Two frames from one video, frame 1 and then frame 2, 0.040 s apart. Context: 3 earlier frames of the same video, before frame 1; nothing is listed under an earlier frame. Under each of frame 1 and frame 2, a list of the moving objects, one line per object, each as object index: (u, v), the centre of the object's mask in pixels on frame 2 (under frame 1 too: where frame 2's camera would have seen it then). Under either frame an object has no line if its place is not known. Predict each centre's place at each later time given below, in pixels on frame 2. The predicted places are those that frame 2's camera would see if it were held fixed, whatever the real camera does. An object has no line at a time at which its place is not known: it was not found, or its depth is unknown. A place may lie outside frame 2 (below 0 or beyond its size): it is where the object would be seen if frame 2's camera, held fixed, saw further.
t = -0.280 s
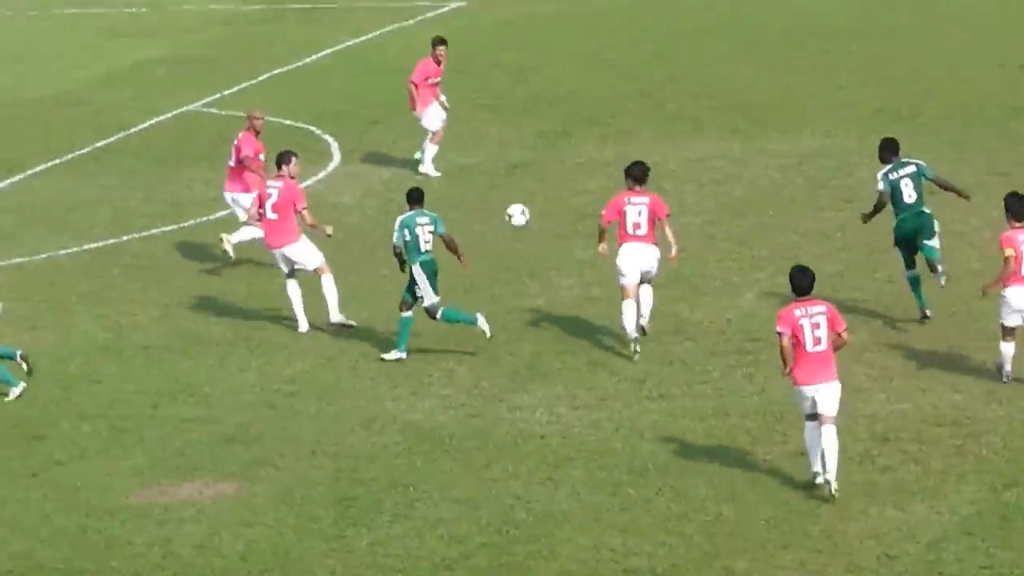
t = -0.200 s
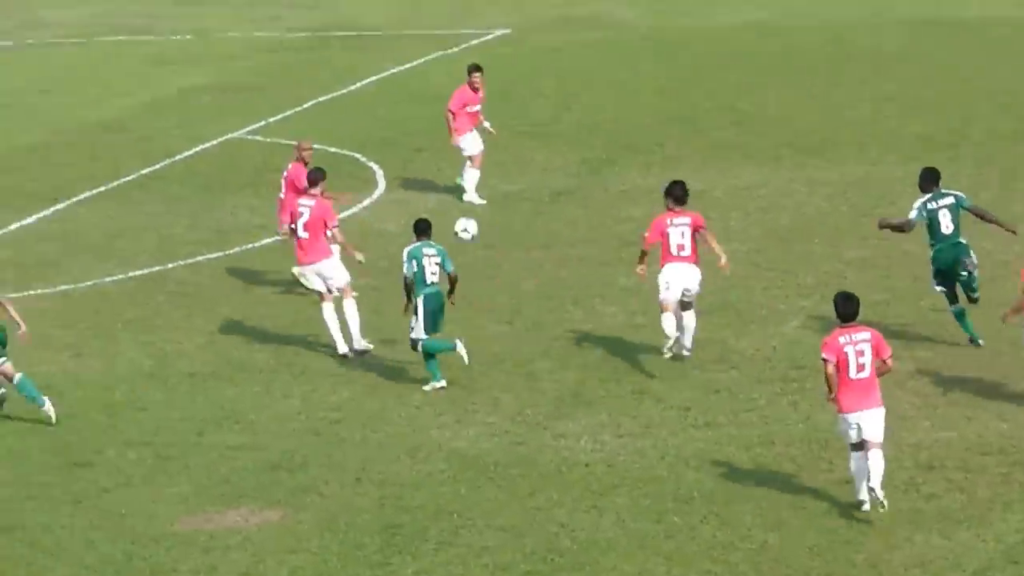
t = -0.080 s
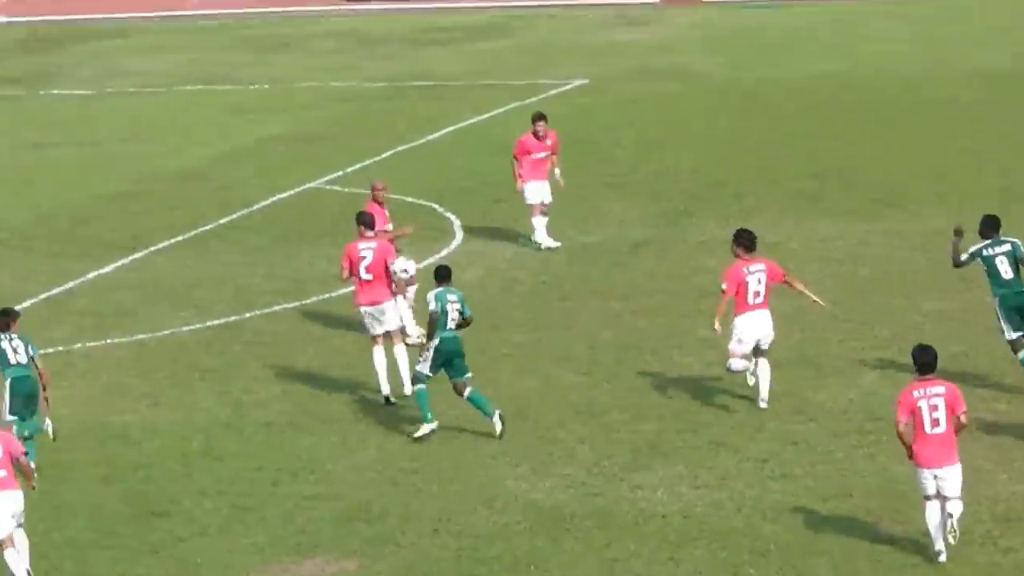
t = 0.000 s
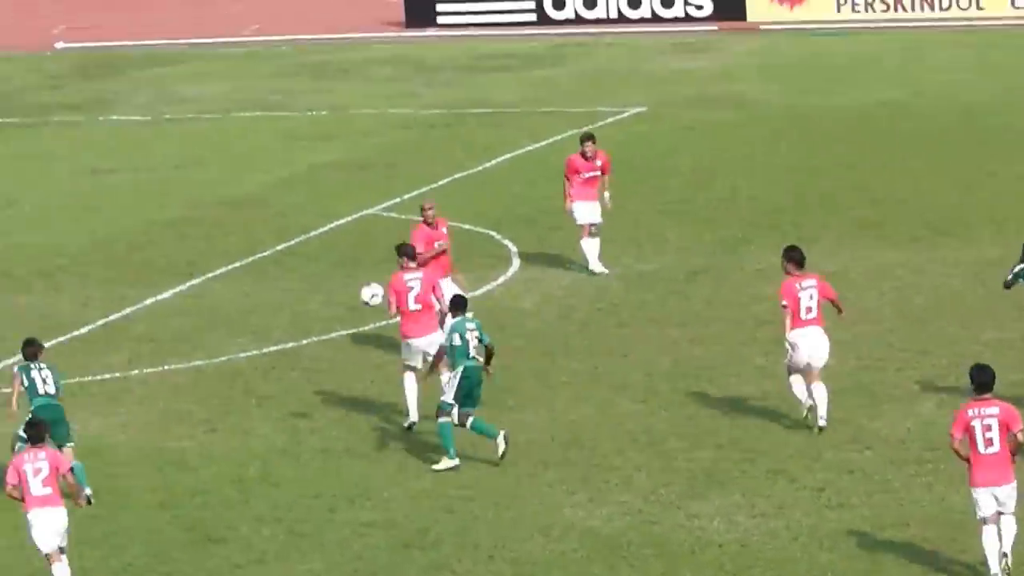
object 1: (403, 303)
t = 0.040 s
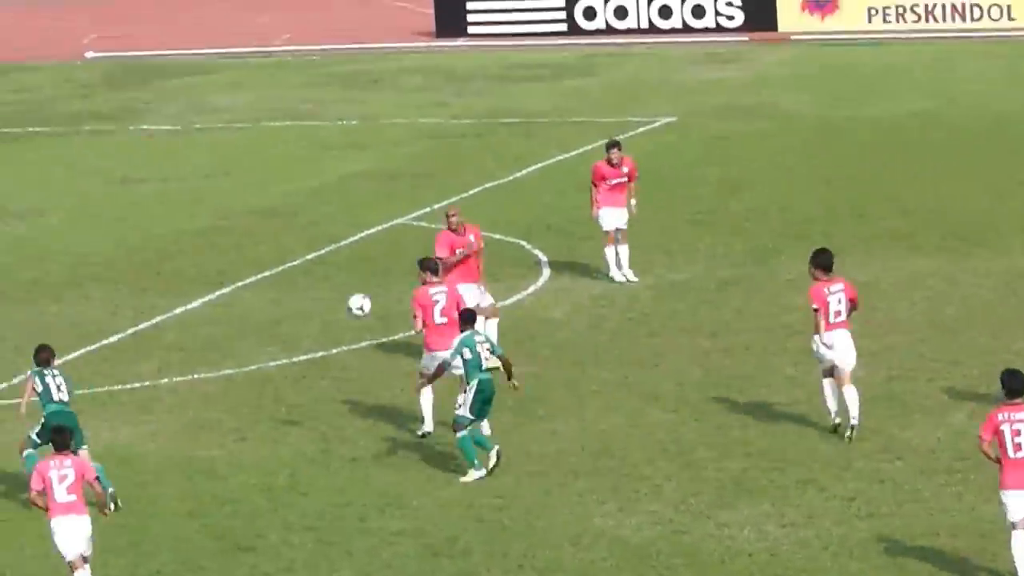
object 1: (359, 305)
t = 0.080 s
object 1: (315, 308)
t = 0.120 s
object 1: (272, 313)
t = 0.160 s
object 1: (228, 318)
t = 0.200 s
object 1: (185, 326)
